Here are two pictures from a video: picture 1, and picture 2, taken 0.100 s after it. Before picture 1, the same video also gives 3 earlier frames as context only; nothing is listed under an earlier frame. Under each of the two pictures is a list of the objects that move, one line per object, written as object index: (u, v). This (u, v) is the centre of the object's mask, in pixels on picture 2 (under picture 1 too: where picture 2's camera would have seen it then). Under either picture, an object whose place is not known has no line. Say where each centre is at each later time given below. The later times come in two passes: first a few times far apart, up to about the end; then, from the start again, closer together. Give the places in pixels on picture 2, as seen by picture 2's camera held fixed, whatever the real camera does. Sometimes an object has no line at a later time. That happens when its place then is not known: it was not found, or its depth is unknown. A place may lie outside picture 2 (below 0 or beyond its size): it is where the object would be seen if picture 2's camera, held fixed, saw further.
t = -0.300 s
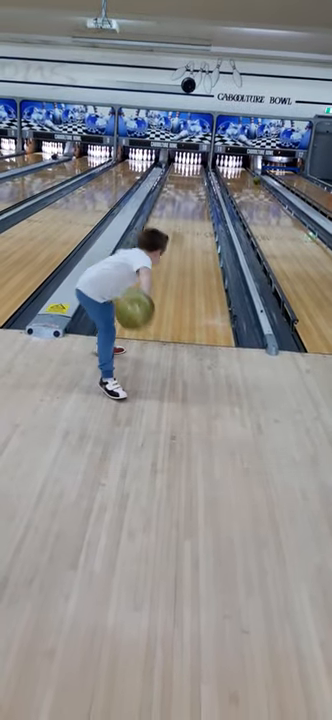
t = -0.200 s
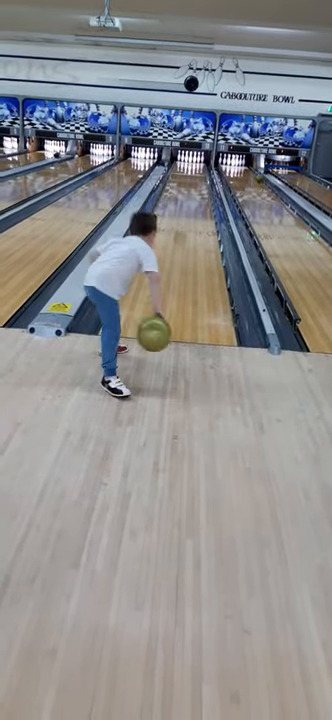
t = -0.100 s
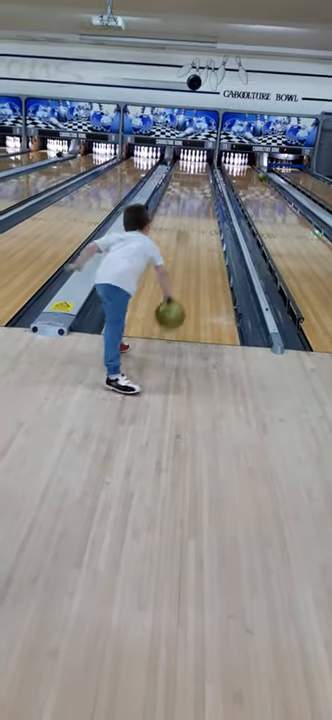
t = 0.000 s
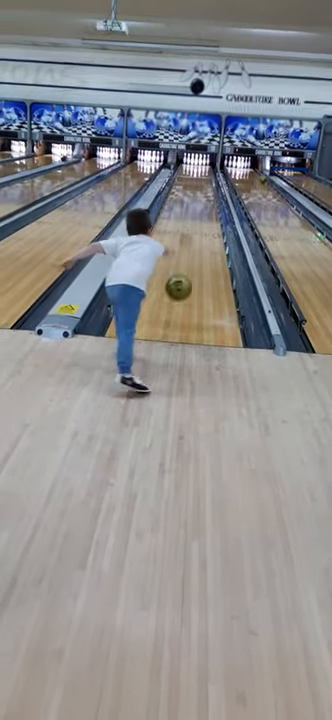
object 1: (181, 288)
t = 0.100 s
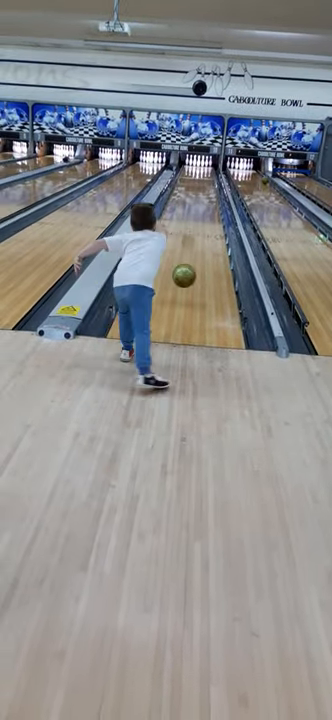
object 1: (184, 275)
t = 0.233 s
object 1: (186, 271)
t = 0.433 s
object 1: (191, 249)
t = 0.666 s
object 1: (196, 231)
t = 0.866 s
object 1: (196, 220)
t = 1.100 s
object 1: (198, 209)
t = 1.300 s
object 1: (199, 201)
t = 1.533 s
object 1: (199, 195)
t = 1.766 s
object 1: (200, 191)
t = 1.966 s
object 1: (200, 188)
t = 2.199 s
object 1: (200, 184)
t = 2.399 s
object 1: (201, 182)
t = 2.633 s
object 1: (201, 179)
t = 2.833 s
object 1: (202, 177)
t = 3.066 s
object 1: (201, 177)
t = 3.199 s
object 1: (202, 176)
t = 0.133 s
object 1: (184, 274)
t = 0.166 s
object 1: (185, 273)
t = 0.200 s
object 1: (186, 275)
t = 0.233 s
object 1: (186, 271)
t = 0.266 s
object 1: (187, 264)
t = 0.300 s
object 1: (188, 259)
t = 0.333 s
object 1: (189, 255)
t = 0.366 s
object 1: (190, 252)
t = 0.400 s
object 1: (190, 250)
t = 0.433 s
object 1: (191, 249)
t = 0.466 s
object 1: (191, 244)
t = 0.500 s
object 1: (192, 241)
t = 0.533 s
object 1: (193, 239)
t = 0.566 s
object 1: (194, 238)
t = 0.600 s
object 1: (194, 235)
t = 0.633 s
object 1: (194, 233)
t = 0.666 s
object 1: (196, 231)
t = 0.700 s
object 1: (196, 229)
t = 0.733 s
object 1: (196, 227)
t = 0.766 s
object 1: (196, 225)
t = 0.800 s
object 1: (197, 222)
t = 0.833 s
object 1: (196, 221)
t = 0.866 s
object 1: (196, 220)
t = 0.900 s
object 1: (197, 218)
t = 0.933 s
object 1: (197, 216)
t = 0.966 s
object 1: (197, 215)
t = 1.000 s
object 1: (197, 213)
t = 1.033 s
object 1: (197, 212)
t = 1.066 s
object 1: (198, 210)
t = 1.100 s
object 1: (198, 209)
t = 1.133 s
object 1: (198, 207)
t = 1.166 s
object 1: (199, 206)
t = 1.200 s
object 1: (199, 205)
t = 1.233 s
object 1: (199, 204)
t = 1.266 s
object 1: (199, 203)
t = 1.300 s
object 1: (199, 201)
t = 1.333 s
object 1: (199, 201)
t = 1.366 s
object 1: (199, 199)
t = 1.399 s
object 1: (199, 198)
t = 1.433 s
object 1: (200, 198)
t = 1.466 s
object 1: (199, 197)
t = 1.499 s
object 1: (199, 197)
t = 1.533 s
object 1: (199, 195)
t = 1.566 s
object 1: (200, 194)
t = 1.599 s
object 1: (200, 194)
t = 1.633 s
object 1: (200, 192)
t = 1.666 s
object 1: (200, 193)
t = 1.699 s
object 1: (200, 191)
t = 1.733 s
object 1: (199, 191)
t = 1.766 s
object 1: (200, 191)
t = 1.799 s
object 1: (200, 191)
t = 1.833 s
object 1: (200, 189)
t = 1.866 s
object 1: (200, 189)
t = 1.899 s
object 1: (200, 189)
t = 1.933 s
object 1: (200, 188)
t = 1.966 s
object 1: (200, 188)
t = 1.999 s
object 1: (200, 188)
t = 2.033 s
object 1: (200, 186)
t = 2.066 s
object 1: (200, 186)
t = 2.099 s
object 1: (200, 185)
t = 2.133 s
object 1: (200, 185)
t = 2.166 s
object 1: (199, 185)
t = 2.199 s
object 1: (200, 184)
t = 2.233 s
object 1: (200, 184)
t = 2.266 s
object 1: (200, 183)
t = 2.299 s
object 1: (200, 183)
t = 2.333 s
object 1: (200, 183)
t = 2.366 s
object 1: (201, 182)
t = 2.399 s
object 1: (201, 182)
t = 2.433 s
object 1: (201, 181)
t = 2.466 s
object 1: (201, 181)
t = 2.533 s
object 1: (201, 180)
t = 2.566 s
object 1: (201, 181)
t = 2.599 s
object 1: (201, 180)
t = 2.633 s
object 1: (201, 179)
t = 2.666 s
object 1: (201, 179)
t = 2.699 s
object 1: (201, 178)
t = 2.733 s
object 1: (201, 178)
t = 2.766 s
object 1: (202, 177)
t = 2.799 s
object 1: (202, 177)
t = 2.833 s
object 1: (202, 177)
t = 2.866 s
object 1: (202, 177)
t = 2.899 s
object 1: (202, 177)
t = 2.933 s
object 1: (202, 177)
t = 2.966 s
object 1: (202, 177)
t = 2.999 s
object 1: (201, 177)
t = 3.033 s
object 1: (201, 177)
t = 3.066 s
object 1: (201, 177)
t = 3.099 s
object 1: (202, 176)
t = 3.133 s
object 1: (202, 176)
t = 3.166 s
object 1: (202, 176)
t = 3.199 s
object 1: (202, 176)
